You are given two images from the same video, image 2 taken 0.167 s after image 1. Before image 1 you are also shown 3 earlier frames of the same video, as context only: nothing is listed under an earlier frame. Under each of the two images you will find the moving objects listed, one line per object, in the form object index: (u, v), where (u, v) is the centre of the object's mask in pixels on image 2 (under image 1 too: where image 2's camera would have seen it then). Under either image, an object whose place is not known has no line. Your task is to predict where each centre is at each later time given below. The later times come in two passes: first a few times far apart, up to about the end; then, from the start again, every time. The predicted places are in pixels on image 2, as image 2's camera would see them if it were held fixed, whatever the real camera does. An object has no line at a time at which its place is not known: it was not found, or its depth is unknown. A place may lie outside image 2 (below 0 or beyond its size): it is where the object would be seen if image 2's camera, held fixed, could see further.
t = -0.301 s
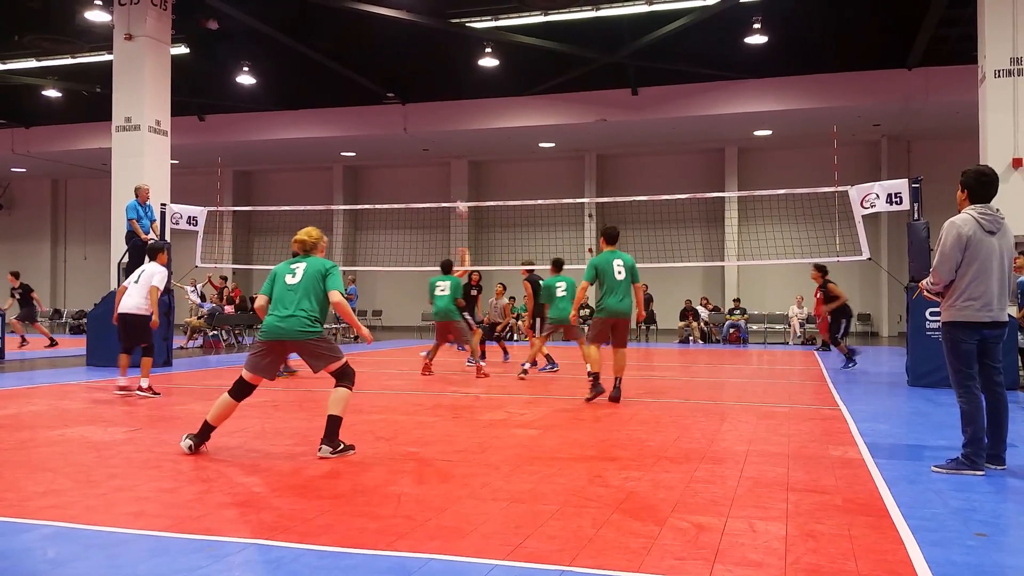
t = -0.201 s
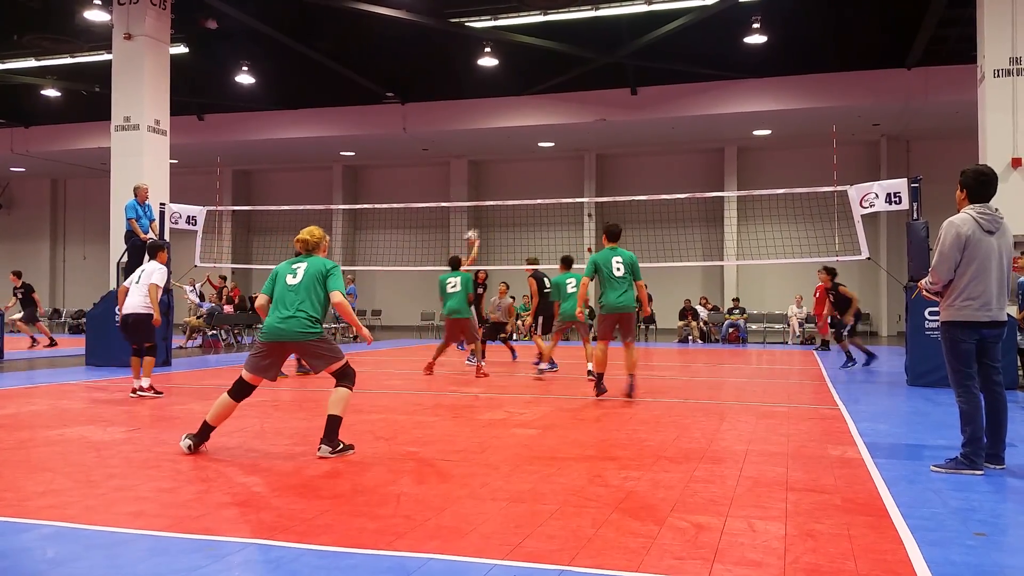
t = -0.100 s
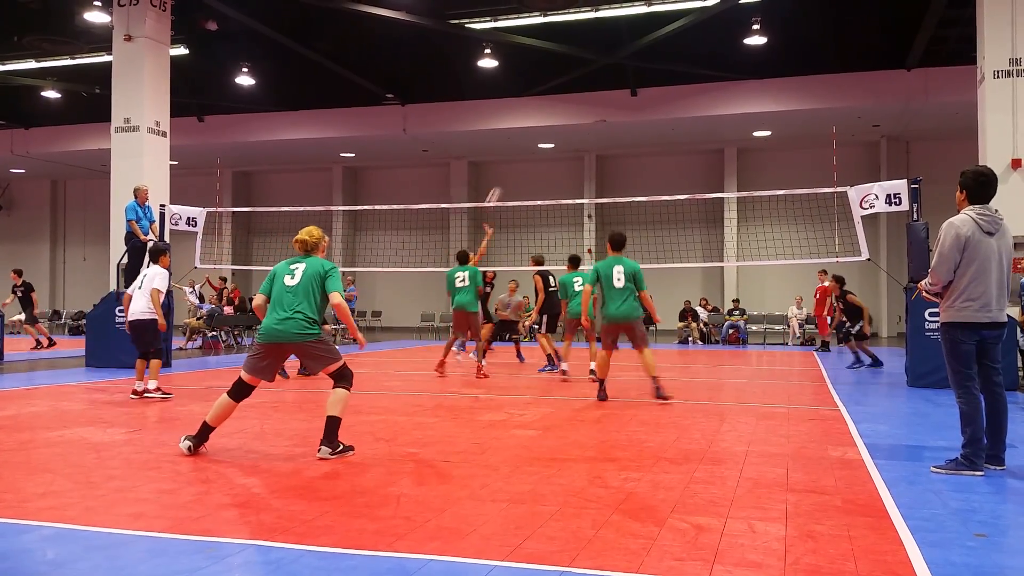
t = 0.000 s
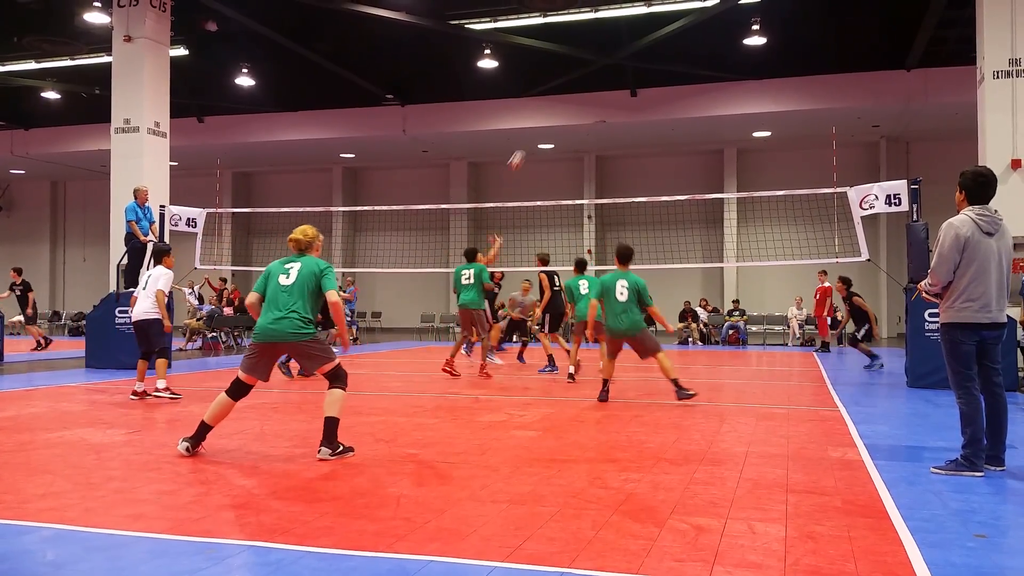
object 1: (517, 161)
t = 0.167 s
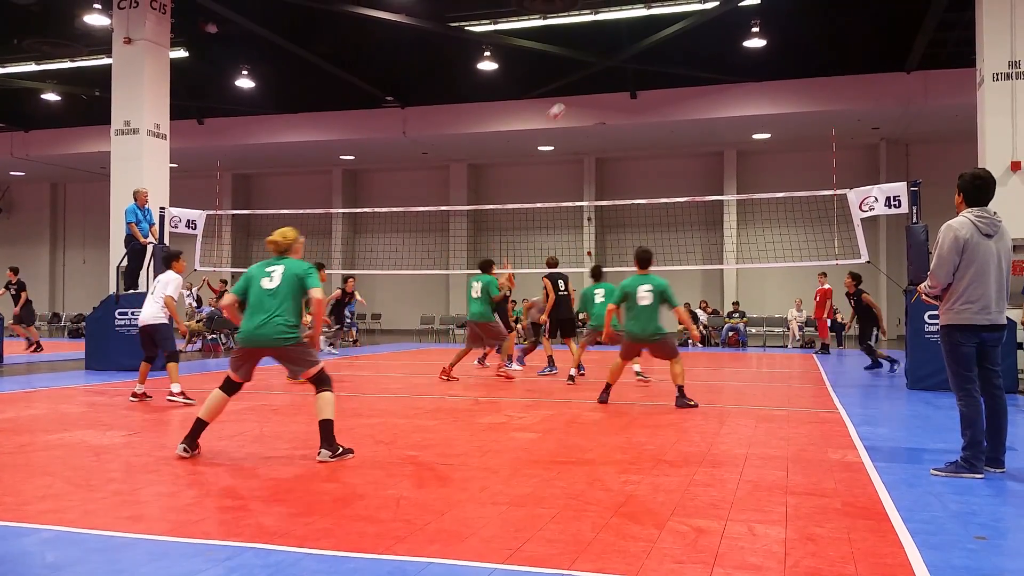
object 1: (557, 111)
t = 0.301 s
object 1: (587, 85)
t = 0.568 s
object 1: (647, 62)
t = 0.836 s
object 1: (706, 84)
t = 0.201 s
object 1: (564, 103)
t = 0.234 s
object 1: (572, 96)
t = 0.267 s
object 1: (580, 89)
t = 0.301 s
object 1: (587, 85)
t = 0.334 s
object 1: (594, 80)
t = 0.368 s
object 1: (602, 75)
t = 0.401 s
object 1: (609, 71)
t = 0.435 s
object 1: (617, 67)
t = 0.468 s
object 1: (625, 65)
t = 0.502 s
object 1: (632, 63)
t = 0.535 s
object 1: (640, 62)
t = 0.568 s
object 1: (647, 62)
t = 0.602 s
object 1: (654, 62)
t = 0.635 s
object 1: (662, 63)
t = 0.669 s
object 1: (669, 65)
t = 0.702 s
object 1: (677, 67)
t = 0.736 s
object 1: (684, 71)
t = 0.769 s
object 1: (691, 74)
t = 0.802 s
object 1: (698, 79)
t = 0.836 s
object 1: (706, 84)
